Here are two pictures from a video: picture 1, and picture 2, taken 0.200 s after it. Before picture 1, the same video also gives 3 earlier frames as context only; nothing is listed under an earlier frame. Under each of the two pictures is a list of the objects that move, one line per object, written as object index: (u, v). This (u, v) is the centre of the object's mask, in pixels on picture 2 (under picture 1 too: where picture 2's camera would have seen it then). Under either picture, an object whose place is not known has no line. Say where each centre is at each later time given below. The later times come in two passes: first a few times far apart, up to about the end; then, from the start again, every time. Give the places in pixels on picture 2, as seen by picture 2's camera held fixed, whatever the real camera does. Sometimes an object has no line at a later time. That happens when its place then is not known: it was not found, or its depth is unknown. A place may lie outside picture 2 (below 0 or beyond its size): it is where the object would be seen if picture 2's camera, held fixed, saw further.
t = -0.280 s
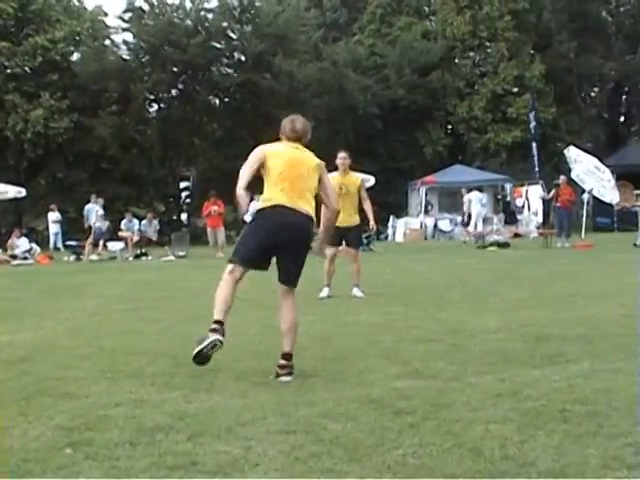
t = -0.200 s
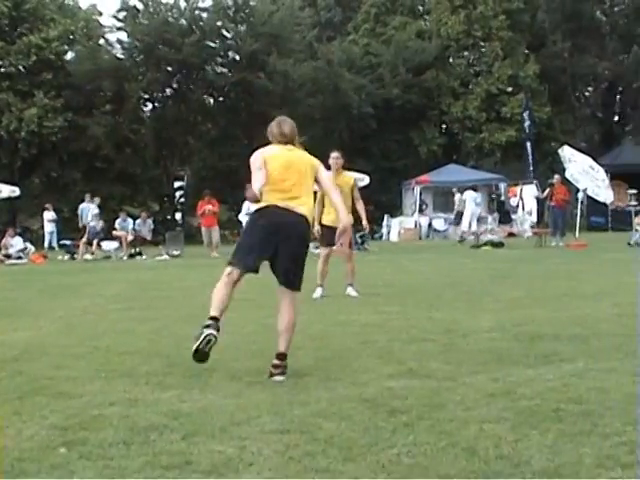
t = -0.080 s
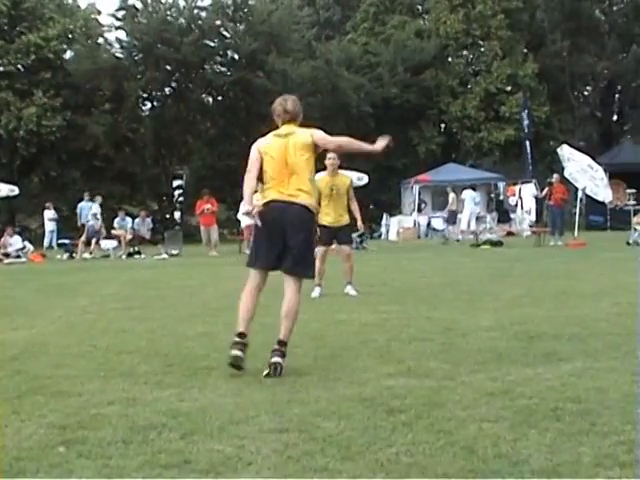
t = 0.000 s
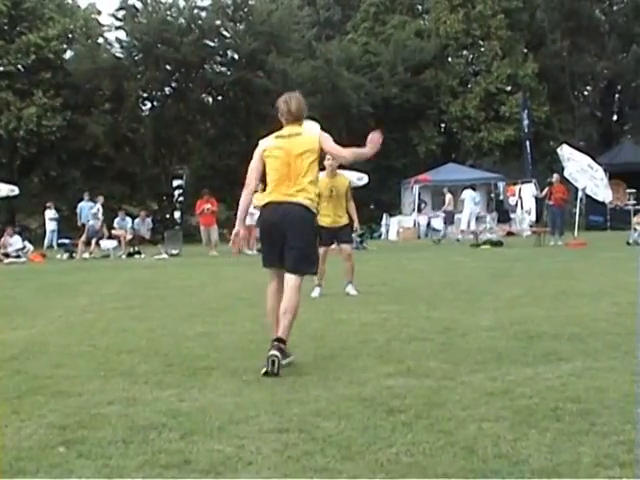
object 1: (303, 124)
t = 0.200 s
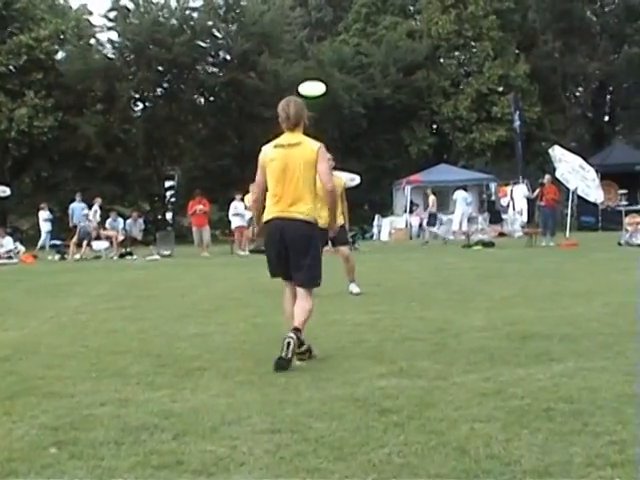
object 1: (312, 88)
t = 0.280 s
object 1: (317, 78)
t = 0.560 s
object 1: (335, 63)
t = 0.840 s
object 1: (353, 75)
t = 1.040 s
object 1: (366, 98)
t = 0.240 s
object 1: (314, 83)
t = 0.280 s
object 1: (317, 78)
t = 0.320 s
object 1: (320, 74)
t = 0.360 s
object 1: (323, 70)
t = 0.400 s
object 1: (325, 67)
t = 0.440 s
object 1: (328, 65)
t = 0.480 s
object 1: (330, 64)
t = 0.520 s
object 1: (333, 63)
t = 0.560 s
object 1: (335, 63)
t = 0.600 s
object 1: (338, 63)
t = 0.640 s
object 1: (341, 64)
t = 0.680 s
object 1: (343, 65)
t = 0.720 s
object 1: (345, 67)
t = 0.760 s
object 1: (348, 70)
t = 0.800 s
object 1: (350, 72)
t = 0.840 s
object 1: (353, 75)
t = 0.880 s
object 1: (356, 79)
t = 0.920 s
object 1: (358, 83)
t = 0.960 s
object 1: (361, 88)
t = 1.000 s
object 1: (363, 93)
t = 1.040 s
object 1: (366, 98)
